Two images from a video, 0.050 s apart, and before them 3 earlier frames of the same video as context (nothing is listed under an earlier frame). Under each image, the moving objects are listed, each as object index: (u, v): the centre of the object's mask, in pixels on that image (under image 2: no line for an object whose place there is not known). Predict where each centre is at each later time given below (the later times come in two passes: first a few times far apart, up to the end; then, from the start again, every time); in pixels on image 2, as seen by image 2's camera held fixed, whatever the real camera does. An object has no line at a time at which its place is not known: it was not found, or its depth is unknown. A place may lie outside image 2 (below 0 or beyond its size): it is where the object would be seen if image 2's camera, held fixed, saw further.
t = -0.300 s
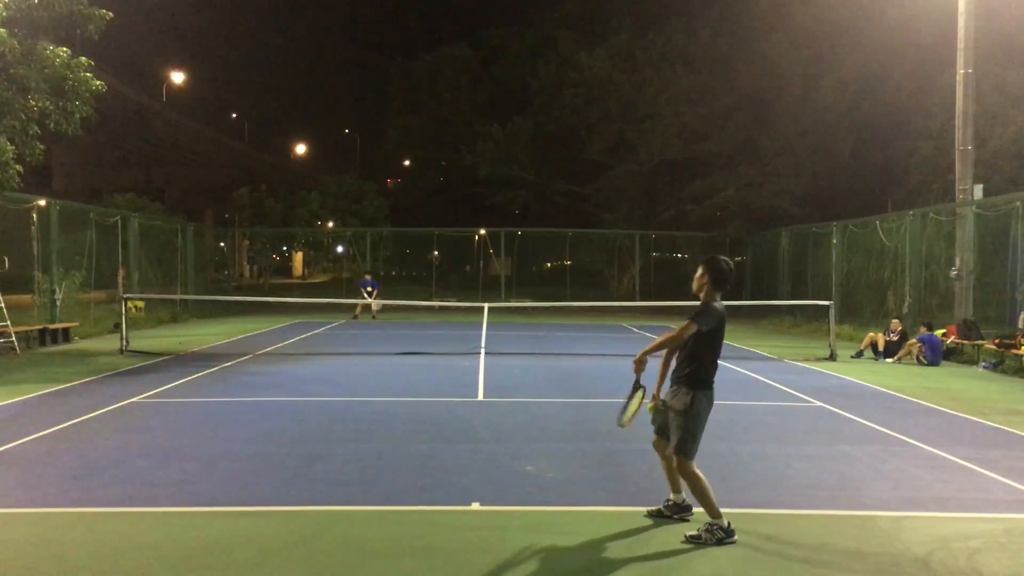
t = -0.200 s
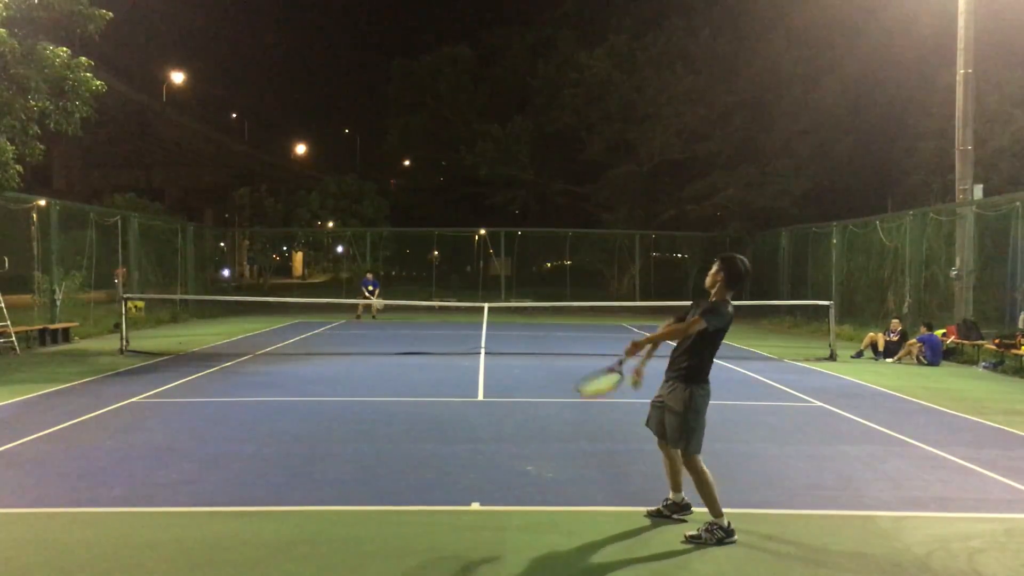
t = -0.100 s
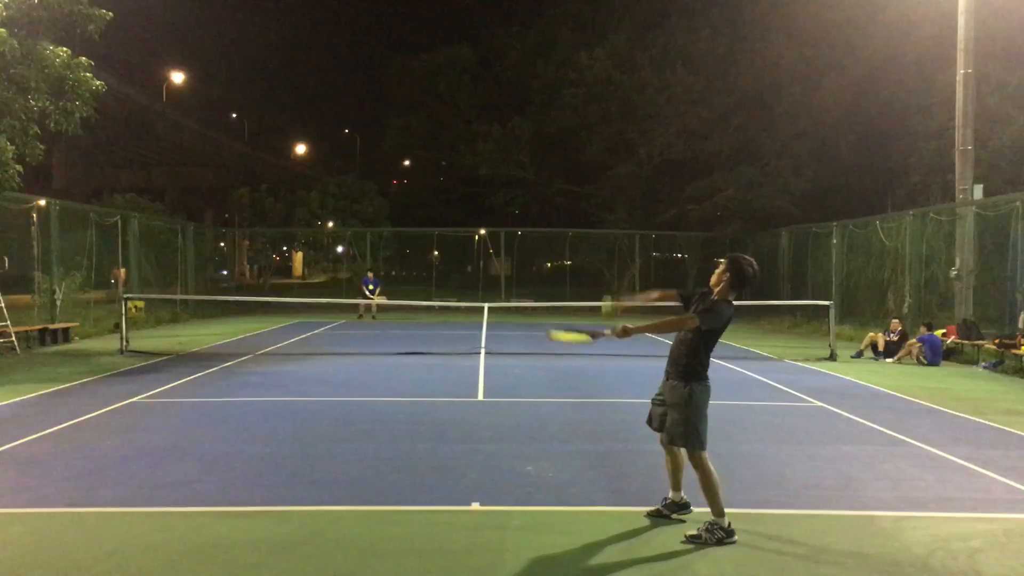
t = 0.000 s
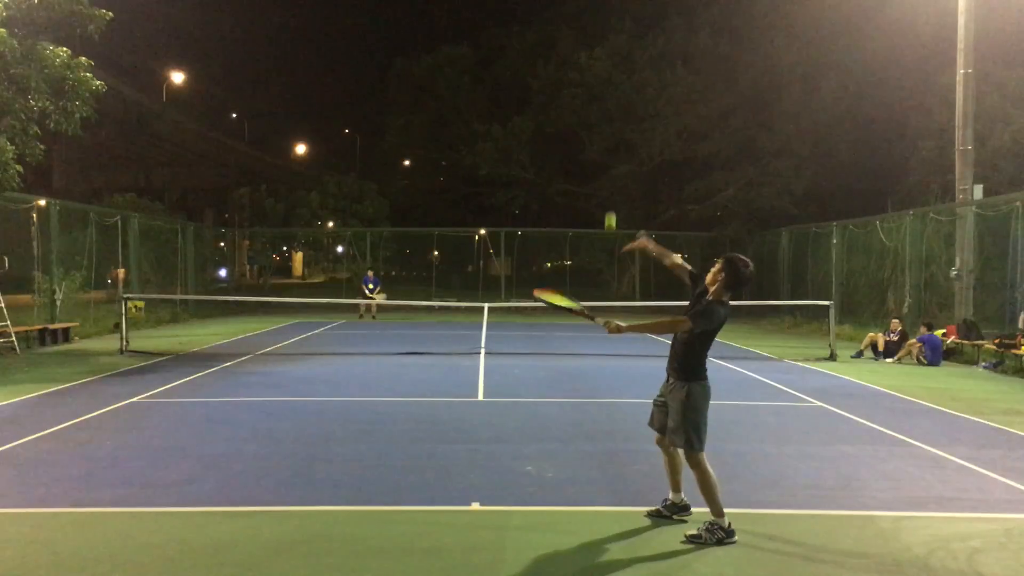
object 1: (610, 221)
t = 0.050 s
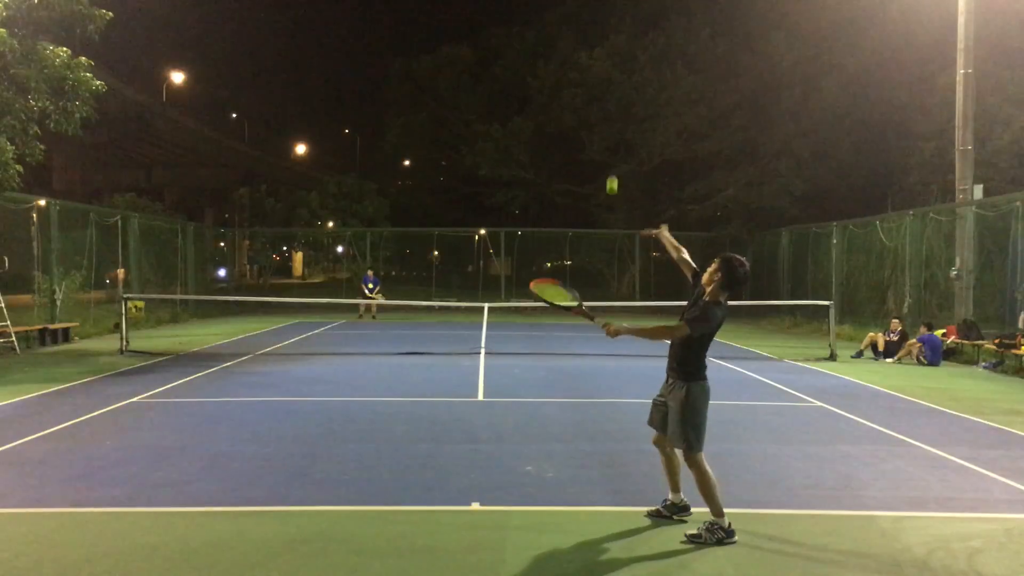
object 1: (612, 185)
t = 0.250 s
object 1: (618, 78)
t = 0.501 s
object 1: (625, 32)
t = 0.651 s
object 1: (629, 48)
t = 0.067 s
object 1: (612, 173)
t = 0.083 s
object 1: (613, 162)
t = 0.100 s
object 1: (613, 152)
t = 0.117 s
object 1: (614, 142)
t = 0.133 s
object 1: (615, 132)
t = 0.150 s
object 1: (615, 123)
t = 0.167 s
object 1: (616, 115)
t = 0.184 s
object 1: (616, 106)
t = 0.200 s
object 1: (617, 99)
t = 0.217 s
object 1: (617, 91)
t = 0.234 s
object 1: (618, 84)
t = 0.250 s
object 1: (618, 78)
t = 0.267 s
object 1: (619, 71)
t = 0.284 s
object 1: (619, 67)
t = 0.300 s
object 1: (620, 61)
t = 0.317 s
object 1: (620, 56)
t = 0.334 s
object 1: (621, 52)
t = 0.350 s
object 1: (621, 48)
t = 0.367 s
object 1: (622, 45)
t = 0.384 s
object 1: (622, 42)
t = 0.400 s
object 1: (622, 39)
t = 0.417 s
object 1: (623, 37)
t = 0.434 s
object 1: (623, 35)
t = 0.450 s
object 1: (624, 34)
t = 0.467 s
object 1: (624, 33)
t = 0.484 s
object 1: (625, 32)
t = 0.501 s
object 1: (625, 32)
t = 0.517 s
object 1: (626, 32)
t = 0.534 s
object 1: (626, 32)
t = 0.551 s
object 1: (627, 33)
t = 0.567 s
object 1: (627, 35)
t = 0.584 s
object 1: (628, 37)
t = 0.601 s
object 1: (628, 39)
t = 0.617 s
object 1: (628, 41)
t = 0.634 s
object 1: (629, 44)
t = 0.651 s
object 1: (629, 48)
